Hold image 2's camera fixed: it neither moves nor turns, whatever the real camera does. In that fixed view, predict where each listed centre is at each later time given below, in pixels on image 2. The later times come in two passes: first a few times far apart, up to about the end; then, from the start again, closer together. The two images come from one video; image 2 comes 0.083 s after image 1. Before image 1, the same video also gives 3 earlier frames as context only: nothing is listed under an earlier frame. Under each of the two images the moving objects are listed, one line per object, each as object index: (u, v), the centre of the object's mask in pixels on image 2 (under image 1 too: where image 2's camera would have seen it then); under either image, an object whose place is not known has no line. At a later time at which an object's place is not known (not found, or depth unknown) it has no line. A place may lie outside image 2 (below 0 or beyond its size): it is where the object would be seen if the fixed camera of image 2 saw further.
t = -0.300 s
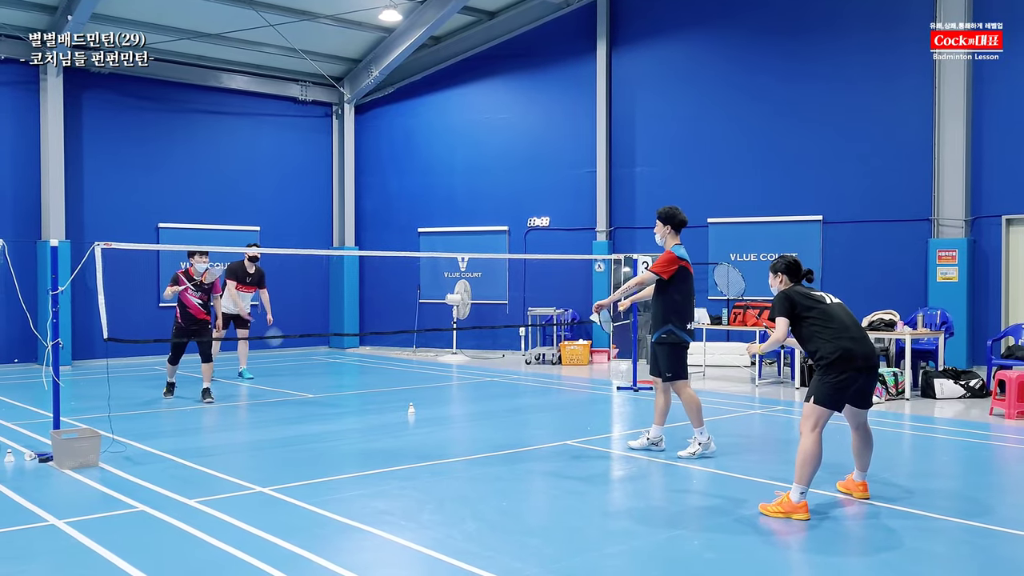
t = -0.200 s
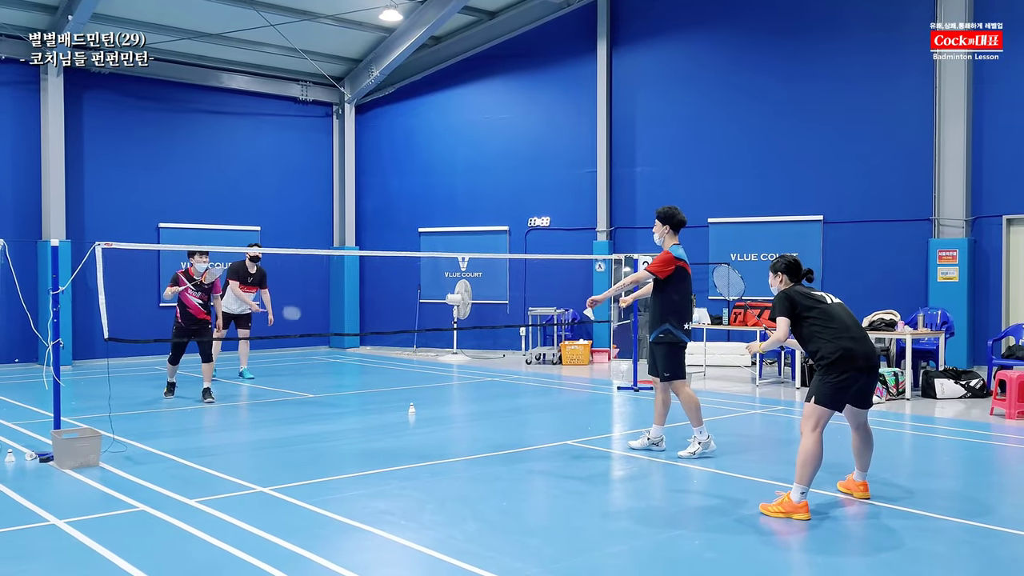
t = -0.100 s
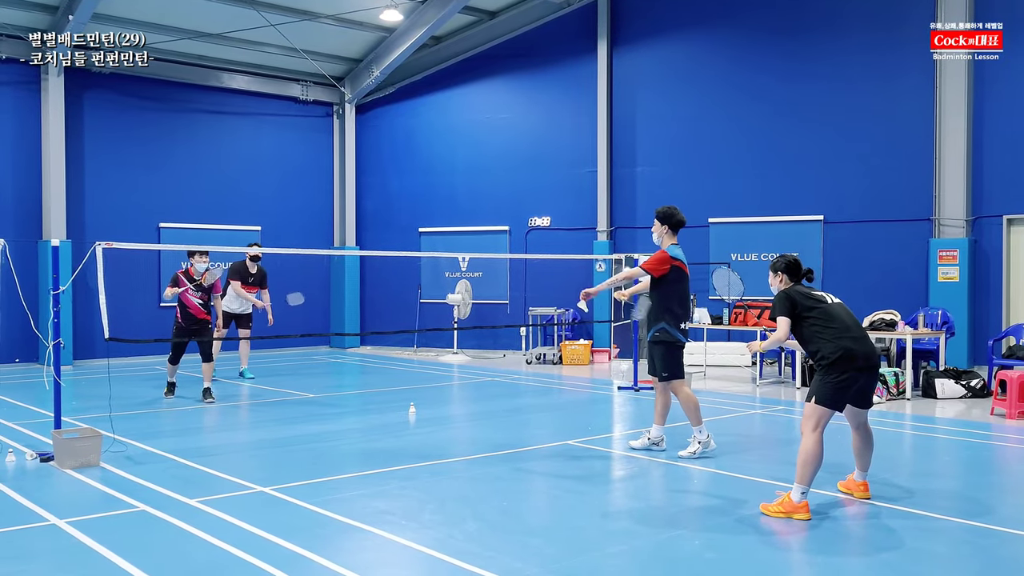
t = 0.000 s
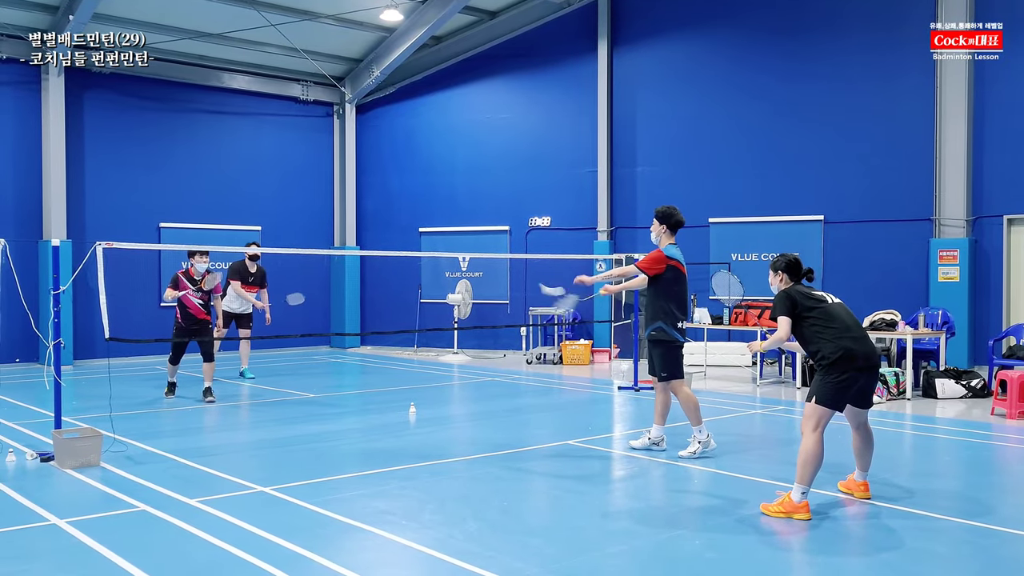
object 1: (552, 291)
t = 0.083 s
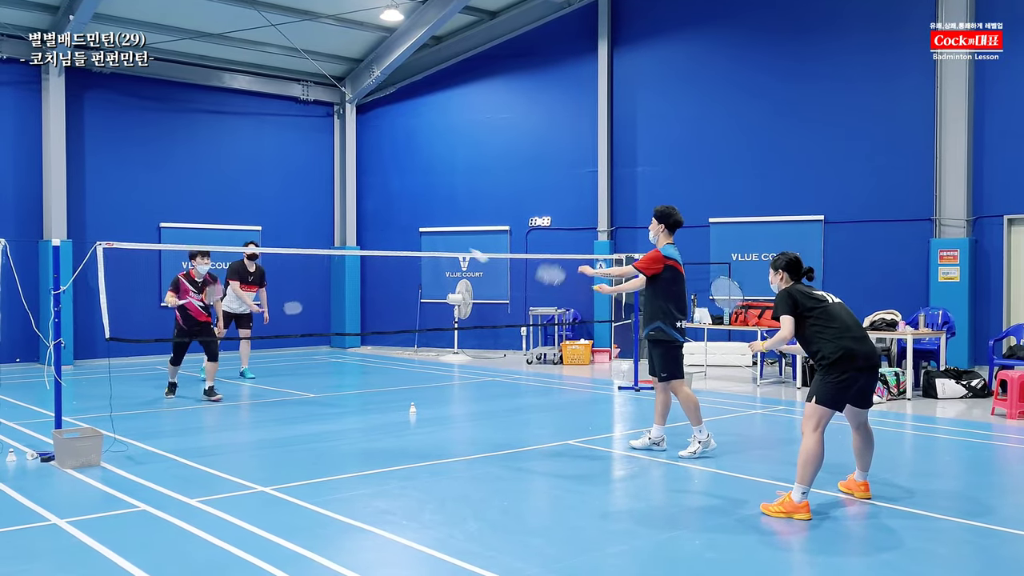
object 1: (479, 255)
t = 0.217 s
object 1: (395, 228)
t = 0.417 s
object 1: (304, 231)
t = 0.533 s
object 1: (265, 251)
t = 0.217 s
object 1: (395, 228)
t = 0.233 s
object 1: (386, 227)
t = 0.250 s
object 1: (377, 226)
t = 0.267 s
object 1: (369, 225)
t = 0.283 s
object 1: (362, 225)
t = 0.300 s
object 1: (353, 224)
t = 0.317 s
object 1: (345, 225)
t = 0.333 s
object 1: (338, 225)
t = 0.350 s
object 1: (331, 226)
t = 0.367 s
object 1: (324, 226)
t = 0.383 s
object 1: (317, 228)
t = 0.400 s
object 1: (311, 229)
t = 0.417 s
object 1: (304, 231)
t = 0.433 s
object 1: (298, 233)
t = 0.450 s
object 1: (293, 236)
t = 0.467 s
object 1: (287, 238)
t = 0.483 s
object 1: (281, 241)
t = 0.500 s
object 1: (276, 244)
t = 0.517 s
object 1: (271, 246)
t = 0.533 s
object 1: (265, 251)
